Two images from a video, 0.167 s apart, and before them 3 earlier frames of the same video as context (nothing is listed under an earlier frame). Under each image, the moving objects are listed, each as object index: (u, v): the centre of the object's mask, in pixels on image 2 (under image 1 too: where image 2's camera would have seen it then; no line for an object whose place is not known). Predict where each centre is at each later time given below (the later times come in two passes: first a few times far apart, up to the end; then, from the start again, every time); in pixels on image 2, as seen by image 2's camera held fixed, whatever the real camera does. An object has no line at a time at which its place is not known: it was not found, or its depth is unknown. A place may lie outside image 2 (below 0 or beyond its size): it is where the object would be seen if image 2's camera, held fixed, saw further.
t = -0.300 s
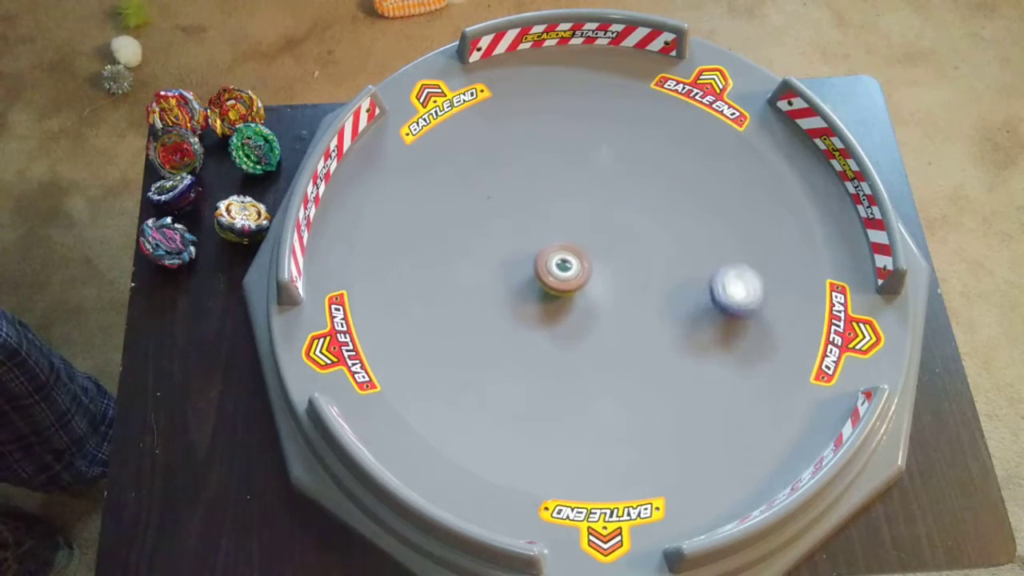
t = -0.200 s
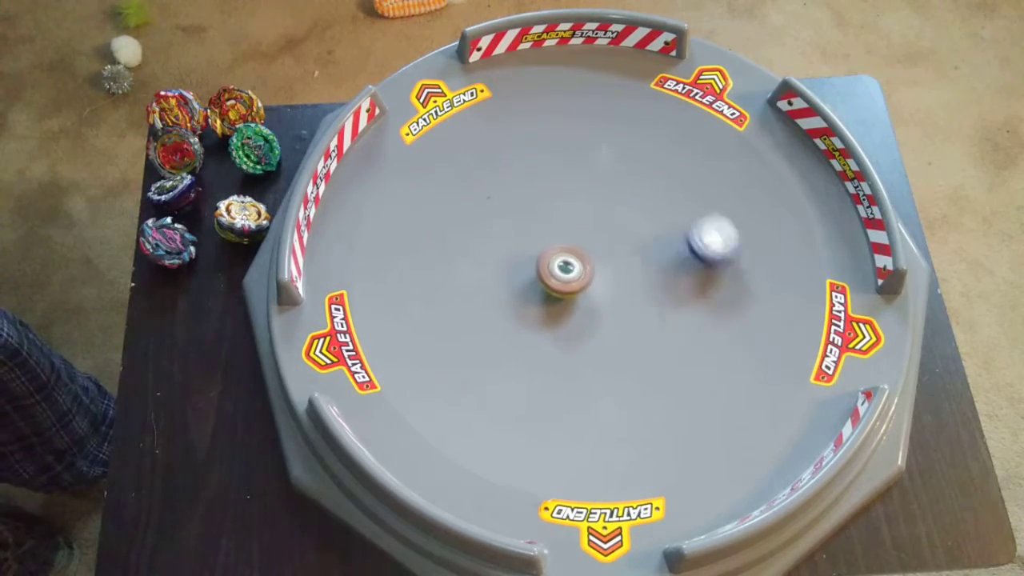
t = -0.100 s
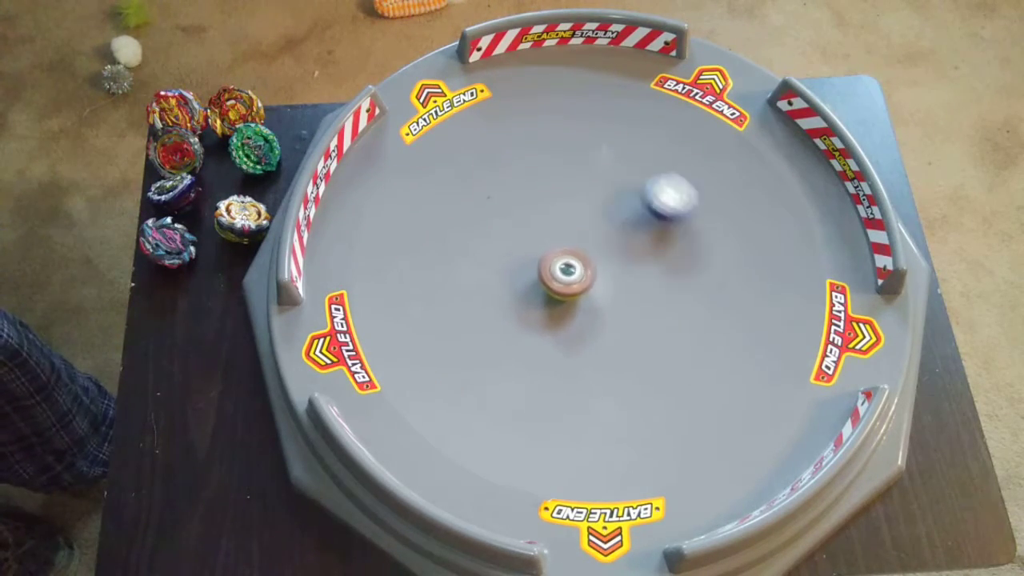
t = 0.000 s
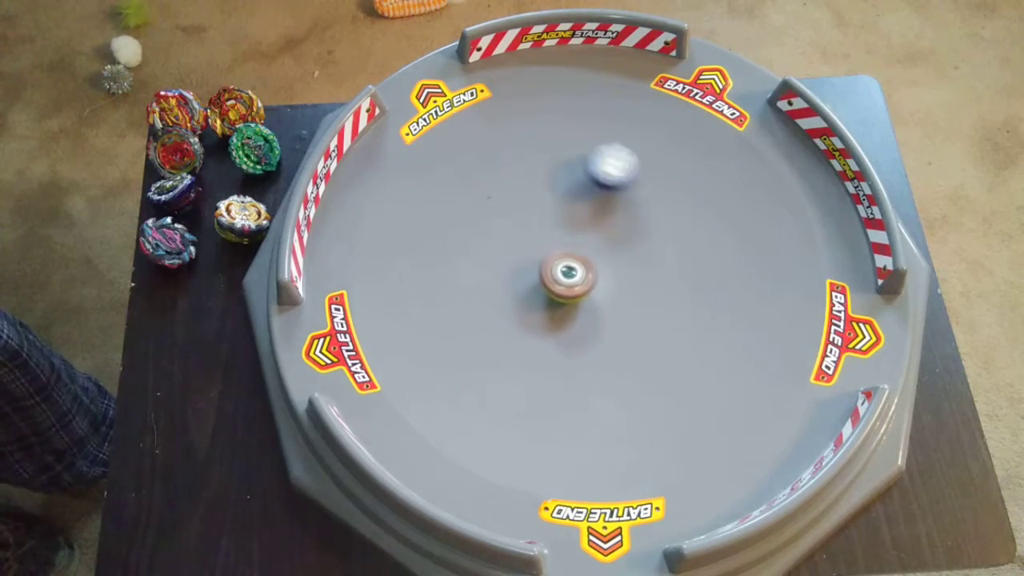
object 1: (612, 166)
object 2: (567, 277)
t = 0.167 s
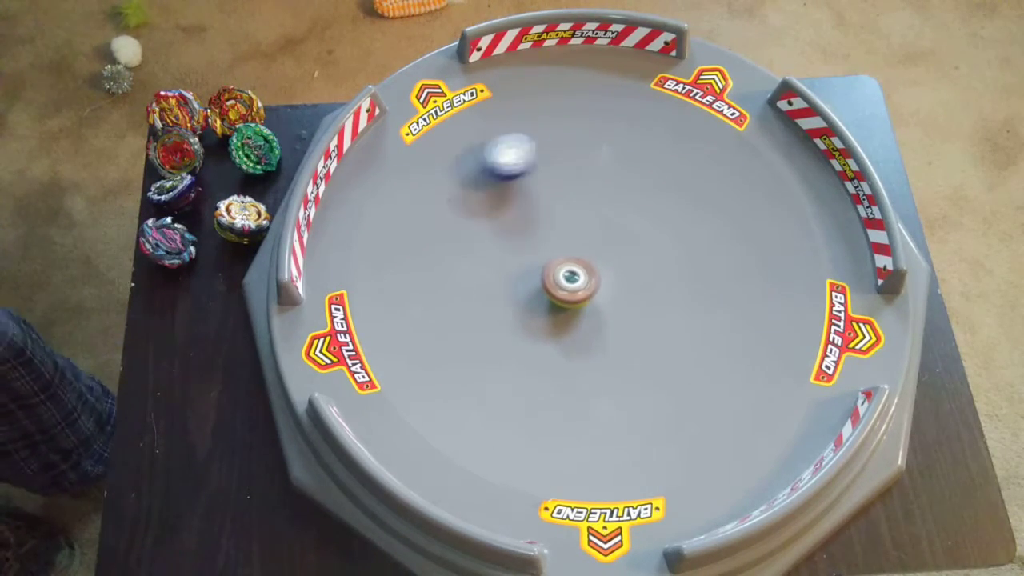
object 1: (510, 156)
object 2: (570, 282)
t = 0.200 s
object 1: (490, 160)
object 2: (571, 283)
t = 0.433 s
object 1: (415, 241)
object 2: (579, 289)
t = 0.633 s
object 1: (449, 338)
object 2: (586, 290)
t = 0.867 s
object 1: (598, 372)
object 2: (593, 289)
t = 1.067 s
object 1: (695, 309)
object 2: (598, 286)
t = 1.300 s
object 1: (720, 202)
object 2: (603, 279)
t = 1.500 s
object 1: (673, 137)
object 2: (604, 274)
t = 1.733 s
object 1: (572, 125)
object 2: (602, 267)
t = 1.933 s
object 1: (500, 194)
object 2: (598, 262)
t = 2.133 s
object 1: (509, 297)
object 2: (592, 259)
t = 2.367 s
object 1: (601, 385)
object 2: (586, 258)
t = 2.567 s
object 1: (706, 386)
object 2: (579, 260)
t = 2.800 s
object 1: (762, 296)
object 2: (573, 264)
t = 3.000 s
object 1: (702, 213)
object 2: (571, 270)
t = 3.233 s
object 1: (576, 189)
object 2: (573, 277)
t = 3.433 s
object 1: (484, 229)
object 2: (577, 282)
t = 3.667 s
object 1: (447, 320)
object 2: (584, 285)
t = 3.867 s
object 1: (507, 392)
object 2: (591, 284)
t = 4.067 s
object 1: (616, 387)
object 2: (596, 281)
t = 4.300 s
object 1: (688, 294)
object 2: (599, 277)
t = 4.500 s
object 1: (676, 203)
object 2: (598, 272)
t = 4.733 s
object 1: (603, 137)
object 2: (596, 266)
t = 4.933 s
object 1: (515, 142)
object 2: (594, 262)
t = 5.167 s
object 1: (467, 234)
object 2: (589, 261)
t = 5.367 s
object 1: (515, 321)
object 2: (584, 262)
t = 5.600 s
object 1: (627, 371)
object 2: (581, 263)
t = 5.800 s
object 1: (719, 347)
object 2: (578, 267)
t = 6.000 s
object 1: (755, 274)
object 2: (578, 273)
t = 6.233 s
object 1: (693, 194)
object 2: (582, 277)
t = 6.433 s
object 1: (596, 183)
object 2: (585, 280)
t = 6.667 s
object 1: (501, 229)
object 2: (591, 279)
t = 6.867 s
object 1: (464, 297)
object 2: (595, 277)
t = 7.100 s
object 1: (503, 379)
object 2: (597, 272)
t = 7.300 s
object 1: (597, 395)
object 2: (596, 271)
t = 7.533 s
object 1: (678, 325)
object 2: (594, 270)
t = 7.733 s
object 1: (687, 242)
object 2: (592, 268)
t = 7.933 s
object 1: (651, 174)
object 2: (591, 268)
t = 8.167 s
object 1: (570, 140)
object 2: (589, 271)
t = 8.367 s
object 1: (502, 171)
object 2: (589, 273)
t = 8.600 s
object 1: (483, 262)
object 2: (589, 274)
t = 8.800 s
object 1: (533, 335)
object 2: (592, 276)
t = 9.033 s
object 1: (628, 376)
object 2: (595, 276)
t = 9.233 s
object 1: (707, 359)
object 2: (595, 276)
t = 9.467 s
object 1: (741, 285)
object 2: (595, 274)
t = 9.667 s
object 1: (697, 221)
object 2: (595, 274)
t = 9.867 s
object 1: (619, 193)
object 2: (593, 271)
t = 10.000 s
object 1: (563, 193)
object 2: (593, 272)
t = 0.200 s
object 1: (490, 160)
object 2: (571, 283)
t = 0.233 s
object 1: (473, 167)
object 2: (571, 285)
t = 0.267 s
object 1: (458, 176)
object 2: (572, 286)
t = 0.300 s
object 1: (445, 186)
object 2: (573, 287)
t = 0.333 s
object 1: (435, 197)
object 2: (575, 287)
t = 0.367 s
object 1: (426, 210)
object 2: (576, 288)
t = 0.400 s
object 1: (418, 224)
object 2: (577, 288)
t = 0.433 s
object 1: (415, 241)
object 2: (579, 289)
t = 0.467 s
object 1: (412, 256)
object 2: (580, 289)
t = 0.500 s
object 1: (413, 272)
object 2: (581, 289)
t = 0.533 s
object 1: (417, 290)
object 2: (583, 289)
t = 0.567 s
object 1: (424, 307)
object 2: (584, 289)
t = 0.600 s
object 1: (435, 323)
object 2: (585, 290)
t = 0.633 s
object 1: (449, 338)
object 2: (586, 290)
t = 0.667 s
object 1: (467, 352)
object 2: (587, 289)
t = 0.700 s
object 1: (486, 363)
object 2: (588, 289)
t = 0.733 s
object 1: (507, 371)
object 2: (589, 289)
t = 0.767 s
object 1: (529, 375)
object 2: (590, 289)
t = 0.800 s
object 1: (551, 378)
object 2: (591, 289)
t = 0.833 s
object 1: (576, 376)
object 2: (592, 289)
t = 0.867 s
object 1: (598, 372)
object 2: (593, 289)
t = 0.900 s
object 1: (618, 367)
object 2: (594, 289)
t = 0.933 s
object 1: (638, 358)
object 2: (595, 288)
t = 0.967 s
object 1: (654, 348)
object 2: (596, 288)
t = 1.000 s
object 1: (671, 336)
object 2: (597, 287)
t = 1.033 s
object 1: (685, 323)
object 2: (598, 286)
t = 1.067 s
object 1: (695, 309)
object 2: (598, 286)
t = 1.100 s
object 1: (705, 294)
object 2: (600, 285)
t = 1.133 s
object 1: (713, 279)
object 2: (600, 284)
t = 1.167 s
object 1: (718, 262)
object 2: (601, 283)
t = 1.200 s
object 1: (722, 248)
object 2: (601, 282)
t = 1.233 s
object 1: (723, 232)
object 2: (602, 282)
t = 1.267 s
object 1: (723, 217)
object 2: (602, 280)
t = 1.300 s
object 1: (720, 202)
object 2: (603, 279)
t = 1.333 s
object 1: (716, 188)
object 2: (603, 279)
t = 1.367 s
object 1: (709, 175)
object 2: (604, 278)
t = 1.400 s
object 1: (702, 163)
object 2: (604, 277)
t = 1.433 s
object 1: (693, 153)
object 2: (604, 277)
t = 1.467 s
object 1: (684, 143)
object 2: (604, 275)
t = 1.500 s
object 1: (673, 137)
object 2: (604, 274)
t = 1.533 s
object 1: (662, 130)
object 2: (604, 273)
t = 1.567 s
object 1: (649, 126)
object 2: (604, 273)
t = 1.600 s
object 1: (635, 121)
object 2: (604, 272)
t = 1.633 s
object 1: (622, 119)
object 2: (604, 270)
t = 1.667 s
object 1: (606, 119)
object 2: (603, 269)
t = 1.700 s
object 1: (589, 120)
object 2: (603, 268)
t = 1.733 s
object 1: (572, 125)
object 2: (602, 267)
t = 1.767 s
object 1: (557, 131)
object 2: (601, 267)
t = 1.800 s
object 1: (543, 139)
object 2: (601, 266)
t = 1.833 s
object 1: (530, 150)
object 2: (600, 265)
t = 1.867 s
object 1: (517, 164)
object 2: (599, 264)
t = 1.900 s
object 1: (508, 178)
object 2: (598, 263)
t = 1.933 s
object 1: (500, 194)
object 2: (598, 262)
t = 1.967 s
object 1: (495, 211)
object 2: (597, 261)
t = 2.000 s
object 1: (493, 230)
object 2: (596, 261)
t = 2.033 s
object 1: (494, 246)
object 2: (595, 260)
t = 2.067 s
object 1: (496, 264)
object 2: (594, 260)
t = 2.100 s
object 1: (501, 280)
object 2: (593, 260)
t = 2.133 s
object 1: (509, 297)
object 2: (592, 259)
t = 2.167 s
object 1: (519, 313)
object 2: (591, 259)
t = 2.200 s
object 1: (529, 328)
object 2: (590, 259)
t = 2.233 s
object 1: (541, 342)
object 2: (589, 258)
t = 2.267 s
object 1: (554, 355)
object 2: (588, 258)
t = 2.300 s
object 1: (569, 367)
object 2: (587, 258)
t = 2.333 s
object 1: (584, 376)
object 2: (587, 258)
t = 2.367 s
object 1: (601, 385)
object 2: (586, 258)
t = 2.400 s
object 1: (619, 390)
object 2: (584, 258)
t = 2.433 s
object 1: (637, 394)
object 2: (583, 258)
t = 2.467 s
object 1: (654, 396)
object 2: (582, 259)
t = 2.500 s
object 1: (672, 394)
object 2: (581, 259)
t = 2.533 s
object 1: (689, 391)
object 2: (580, 260)
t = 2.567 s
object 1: (706, 386)
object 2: (579, 260)
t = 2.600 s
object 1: (720, 379)
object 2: (578, 261)
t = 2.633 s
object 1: (734, 369)
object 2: (577, 261)
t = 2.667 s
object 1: (745, 356)
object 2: (577, 261)
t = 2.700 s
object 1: (754, 342)
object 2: (576, 262)
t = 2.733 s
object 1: (760, 328)
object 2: (575, 262)
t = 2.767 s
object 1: (762, 312)
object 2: (574, 263)
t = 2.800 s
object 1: (762, 296)
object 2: (573, 264)
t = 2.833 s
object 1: (759, 280)
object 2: (573, 264)
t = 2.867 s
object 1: (753, 265)
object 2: (572, 266)
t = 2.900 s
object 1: (743, 250)
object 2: (572, 266)
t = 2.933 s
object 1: (732, 236)
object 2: (572, 267)
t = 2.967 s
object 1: (717, 223)
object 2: (571, 269)
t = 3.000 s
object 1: (702, 213)
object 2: (571, 270)
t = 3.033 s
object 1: (686, 203)
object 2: (571, 271)
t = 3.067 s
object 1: (668, 196)
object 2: (571, 272)
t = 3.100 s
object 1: (650, 192)
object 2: (571, 273)
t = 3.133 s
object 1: (631, 189)
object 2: (571, 274)
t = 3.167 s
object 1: (613, 187)
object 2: (571, 275)
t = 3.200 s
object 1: (594, 187)
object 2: (571, 276)
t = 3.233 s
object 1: (576, 189)
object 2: (573, 277)
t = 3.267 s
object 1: (559, 193)
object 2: (573, 278)
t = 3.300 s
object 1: (542, 197)
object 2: (574, 279)
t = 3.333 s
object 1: (526, 203)
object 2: (574, 281)
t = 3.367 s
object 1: (511, 210)
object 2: (575, 281)
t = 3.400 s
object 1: (497, 219)
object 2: (576, 282)
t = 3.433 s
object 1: (484, 229)
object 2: (577, 282)
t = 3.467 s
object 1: (472, 241)
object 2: (578, 283)
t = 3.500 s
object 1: (462, 252)
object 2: (579, 283)
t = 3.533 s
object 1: (454, 265)
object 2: (580, 284)
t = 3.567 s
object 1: (449, 279)
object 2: (581, 284)
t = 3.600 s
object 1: (446, 292)
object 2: (582, 284)
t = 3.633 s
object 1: (445, 306)
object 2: (583, 284)
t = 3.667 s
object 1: (447, 320)
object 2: (584, 285)
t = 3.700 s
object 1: (451, 334)
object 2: (585, 285)
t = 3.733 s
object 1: (457, 348)
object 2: (586, 285)
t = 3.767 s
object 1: (465, 361)
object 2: (588, 285)
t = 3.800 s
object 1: (477, 373)
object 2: (589, 284)
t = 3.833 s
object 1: (491, 383)
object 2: (590, 284)
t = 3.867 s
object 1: (507, 392)
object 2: (591, 284)
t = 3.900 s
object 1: (524, 397)
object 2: (591, 284)
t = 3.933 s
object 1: (542, 401)
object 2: (592, 283)
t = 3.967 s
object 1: (561, 401)
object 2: (593, 283)
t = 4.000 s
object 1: (581, 399)
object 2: (594, 282)
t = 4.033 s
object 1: (600, 395)
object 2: (595, 282)
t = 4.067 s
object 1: (616, 387)
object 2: (596, 281)
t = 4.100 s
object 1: (631, 379)
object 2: (596, 281)
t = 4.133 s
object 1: (648, 368)
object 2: (597, 280)
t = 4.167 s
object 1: (660, 354)
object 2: (598, 279)
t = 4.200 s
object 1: (670, 340)
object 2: (598, 279)
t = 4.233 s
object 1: (679, 325)
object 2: (599, 278)
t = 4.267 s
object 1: (684, 309)
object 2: (599, 277)
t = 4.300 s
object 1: (688, 294)
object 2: (599, 277)
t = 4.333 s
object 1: (691, 278)
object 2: (599, 276)
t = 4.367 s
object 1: (692, 261)
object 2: (599, 275)
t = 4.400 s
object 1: (690, 246)
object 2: (599, 274)
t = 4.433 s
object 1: (687, 231)
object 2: (599, 273)
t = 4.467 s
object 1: (683, 217)
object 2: (599, 273)
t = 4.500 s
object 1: (676, 203)
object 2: (598, 272)
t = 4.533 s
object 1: (669, 190)
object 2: (598, 271)
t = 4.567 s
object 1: (660, 178)
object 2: (598, 270)
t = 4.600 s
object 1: (651, 167)
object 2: (597, 270)
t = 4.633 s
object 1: (640, 157)
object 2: (597, 269)
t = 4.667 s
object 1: (629, 149)
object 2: (597, 268)
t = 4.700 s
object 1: (616, 142)
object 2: (597, 267)
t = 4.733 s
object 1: (603, 137)
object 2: (596, 266)
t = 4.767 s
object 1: (588, 133)
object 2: (596, 266)
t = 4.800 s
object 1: (574, 131)
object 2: (595, 266)
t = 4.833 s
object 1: (559, 131)
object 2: (595, 265)
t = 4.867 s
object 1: (543, 133)
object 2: (594, 264)
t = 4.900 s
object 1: (529, 137)
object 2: (594, 264)
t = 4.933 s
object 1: (515, 142)
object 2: (594, 262)
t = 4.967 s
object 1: (502, 151)
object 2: (593, 262)
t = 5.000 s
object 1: (490, 162)
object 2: (592, 262)
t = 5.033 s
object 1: (482, 175)
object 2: (592, 262)
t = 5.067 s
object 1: (475, 188)
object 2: (591, 262)
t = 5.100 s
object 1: (470, 203)
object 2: (591, 262)
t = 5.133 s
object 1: (467, 218)
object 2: (590, 262)
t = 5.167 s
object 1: (467, 234)
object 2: (589, 261)
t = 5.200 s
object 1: (470, 249)
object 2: (588, 261)
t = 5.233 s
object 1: (475, 265)
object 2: (587, 261)
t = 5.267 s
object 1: (482, 281)
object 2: (587, 260)
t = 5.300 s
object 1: (492, 296)
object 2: (586, 260)
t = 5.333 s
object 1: (503, 309)
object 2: (585, 261)
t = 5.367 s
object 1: (515, 321)
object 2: (584, 262)
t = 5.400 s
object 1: (528, 333)
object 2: (584, 261)
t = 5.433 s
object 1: (543, 342)
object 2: (583, 262)
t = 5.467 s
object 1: (559, 351)
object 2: (583, 262)
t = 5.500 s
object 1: (575, 359)
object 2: (582, 262)
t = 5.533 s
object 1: (592, 365)
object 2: (582, 263)
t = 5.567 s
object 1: (609, 369)
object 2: (581, 263)
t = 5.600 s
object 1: (627, 371)
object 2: (581, 263)
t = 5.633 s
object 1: (645, 371)
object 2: (580, 264)
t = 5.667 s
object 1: (661, 370)
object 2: (580, 265)
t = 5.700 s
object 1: (678, 367)
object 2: (579, 265)
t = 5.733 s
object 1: (693, 362)
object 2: (579, 266)
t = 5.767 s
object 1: (708, 355)
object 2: (578, 267)
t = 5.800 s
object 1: (719, 347)
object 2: (578, 267)
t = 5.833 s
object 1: (731, 338)
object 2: (578, 269)
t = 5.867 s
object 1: (739, 327)
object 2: (577, 269)
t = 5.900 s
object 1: (747, 314)
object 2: (577, 270)
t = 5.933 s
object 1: (751, 302)
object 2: (577, 271)
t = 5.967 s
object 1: (755, 287)
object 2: (577, 272)
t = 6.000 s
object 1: (755, 274)
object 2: (578, 273)
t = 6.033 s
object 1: (753, 260)
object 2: (578, 273)
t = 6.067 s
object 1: (747, 247)
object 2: (579, 274)
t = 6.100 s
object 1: (740, 234)
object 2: (579, 275)
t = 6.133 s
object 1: (731, 222)
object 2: (580, 276)
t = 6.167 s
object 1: (719, 211)
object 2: (580, 276)
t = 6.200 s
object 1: (706, 202)
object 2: (581, 276)
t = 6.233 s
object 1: (693, 194)
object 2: (582, 277)
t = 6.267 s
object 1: (677, 189)
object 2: (583, 278)
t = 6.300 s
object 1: (662, 184)
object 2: (583, 278)
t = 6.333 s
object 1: (645, 182)
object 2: (584, 279)
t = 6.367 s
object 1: (629, 180)
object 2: (584, 279)
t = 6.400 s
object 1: (611, 181)
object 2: (585, 279)
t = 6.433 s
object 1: (596, 183)
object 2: (585, 280)
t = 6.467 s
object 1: (579, 186)
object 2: (586, 280)
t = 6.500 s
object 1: (564, 191)
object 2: (588, 279)
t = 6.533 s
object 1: (551, 197)
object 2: (589, 280)
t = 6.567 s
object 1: (536, 203)
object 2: (590, 280)
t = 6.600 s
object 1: (524, 210)
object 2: (590, 279)
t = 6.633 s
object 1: (511, 220)
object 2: (591, 279)
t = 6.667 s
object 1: (501, 229)
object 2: (591, 279)
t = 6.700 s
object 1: (490, 239)
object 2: (592, 278)
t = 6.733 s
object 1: (483, 249)
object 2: (593, 278)
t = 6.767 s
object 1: (475, 260)
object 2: (594, 278)
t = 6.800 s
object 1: (470, 272)
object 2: (595, 278)
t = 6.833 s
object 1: (467, 284)
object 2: (595, 277)
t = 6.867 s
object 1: (464, 297)
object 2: (595, 277)
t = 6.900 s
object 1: (464, 309)
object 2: (596, 276)
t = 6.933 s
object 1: (465, 322)
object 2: (596, 276)
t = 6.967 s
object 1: (469, 335)
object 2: (596, 276)
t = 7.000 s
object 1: (474, 347)
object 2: (596, 275)
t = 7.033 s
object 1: (481, 359)
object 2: (597, 273)
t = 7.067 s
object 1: (492, 369)
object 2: (597, 273)
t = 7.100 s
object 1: (503, 379)
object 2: (597, 272)
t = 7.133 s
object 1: (516, 387)
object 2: (597, 272)
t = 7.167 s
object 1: (532, 393)
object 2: (597, 272)
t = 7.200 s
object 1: (548, 397)
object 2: (597, 271)
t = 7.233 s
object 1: (564, 399)
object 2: (596, 271)
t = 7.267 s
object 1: (580, 398)
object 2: (596, 271)
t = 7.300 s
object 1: (597, 395)
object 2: (596, 271)
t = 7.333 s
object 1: (613, 389)
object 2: (596, 270)
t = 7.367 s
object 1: (627, 382)
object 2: (596, 271)
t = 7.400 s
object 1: (640, 373)
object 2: (595, 270)
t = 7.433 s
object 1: (652, 362)
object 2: (595, 270)
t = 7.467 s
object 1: (663, 350)
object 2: (595, 270)
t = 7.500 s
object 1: (671, 338)
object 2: (595, 270)
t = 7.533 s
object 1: (678, 325)
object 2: (594, 270)
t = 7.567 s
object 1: (683, 311)
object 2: (594, 269)
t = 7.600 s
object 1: (687, 296)
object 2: (593, 269)
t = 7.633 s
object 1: (689, 283)
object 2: (593, 269)
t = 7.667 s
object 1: (690, 268)
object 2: (593, 268)
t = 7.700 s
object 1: (689, 255)
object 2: (592, 268)
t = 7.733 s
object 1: (687, 242)
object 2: (592, 268)
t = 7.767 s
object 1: (684, 229)
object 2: (592, 268)
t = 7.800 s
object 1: (679, 216)
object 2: (591, 268)
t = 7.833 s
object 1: (674, 205)
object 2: (591, 268)
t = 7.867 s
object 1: (667, 193)
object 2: (590, 268)
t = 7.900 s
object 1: (659, 183)
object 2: (591, 268)
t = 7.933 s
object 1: (651, 174)
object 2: (591, 268)
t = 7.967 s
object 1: (642, 166)
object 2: (590, 268)
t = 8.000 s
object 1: (631, 158)
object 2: (590, 268)
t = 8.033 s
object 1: (619, 152)
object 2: (590, 268)
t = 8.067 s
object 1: (607, 147)
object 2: (590, 268)
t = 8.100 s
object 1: (595, 143)
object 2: (590, 269)
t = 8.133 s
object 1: (583, 141)
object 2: (589, 271)
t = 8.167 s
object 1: (570, 140)
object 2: (589, 271)
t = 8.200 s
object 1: (558, 141)
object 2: (589, 271)
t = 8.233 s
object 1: (545, 144)
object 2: (589, 272)
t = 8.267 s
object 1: (532, 149)
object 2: (589, 272)
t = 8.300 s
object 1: (521, 155)
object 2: (589, 272)
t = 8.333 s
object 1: (510, 162)
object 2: (589, 272)
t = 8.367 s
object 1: (502, 171)
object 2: (589, 273)
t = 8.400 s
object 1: (494, 182)
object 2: (589, 273)
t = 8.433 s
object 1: (487, 194)
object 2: (589, 273)
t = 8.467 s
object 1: (482, 207)
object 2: (589, 274)
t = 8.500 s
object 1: (479, 221)
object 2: (589, 273)
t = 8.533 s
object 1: (478, 234)
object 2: (589, 274)
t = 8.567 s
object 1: (480, 248)
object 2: (590, 274)
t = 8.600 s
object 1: (483, 262)
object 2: (589, 274)
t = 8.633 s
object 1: (488, 275)
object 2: (590, 274)
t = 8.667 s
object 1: (494, 288)
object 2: (591, 275)
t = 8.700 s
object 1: (502, 300)
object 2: (591, 275)
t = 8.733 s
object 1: (511, 313)
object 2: (591, 275)
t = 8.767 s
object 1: (522, 325)
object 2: (592, 276)
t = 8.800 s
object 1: (533, 335)
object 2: (592, 276)
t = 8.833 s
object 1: (544, 343)
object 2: (592, 276)
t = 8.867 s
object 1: (557, 352)
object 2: (593, 276)
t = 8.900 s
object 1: (572, 360)
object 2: (593, 277)
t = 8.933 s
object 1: (585, 366)
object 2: (594, 277)
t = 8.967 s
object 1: (599, 371)
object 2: (594, 277)
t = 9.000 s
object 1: (613, 374)
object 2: (594, 276)
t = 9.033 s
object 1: (628, 376)
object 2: (595, 276)
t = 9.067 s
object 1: (643, 377)
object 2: (595, 276)
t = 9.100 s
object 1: (658, 376)
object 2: (594, 276)
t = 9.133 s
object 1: (671, 374)
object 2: (594, 277)
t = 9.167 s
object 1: (684, 370)
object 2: (595, 276)
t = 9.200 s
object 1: (696, 365)
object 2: (595, 276)
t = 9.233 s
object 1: (707, 359)
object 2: (595, 276)
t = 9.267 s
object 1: (717, 352)
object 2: (595, 276)
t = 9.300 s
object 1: (724, 343)
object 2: (595, 276)
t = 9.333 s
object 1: (731, 333)
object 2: (596, 275)
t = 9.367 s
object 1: (737, 322)
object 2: (596, 275)
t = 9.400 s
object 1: (740, 310)
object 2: (595, 274)
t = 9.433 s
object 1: (741, 297)
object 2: (595, 274)
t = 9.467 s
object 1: (741, 285)
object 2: (595, 274)
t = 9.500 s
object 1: (737, 273)
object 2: (595, 274)
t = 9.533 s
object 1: (732, 262)
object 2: (595, 274)
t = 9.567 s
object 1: (726, 251)
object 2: (595, 274)
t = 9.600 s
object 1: (718, 240)
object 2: (595, 273)
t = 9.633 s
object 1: (708, 230)
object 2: (595, 273)
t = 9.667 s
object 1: (697, 221)
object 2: (595, 274)
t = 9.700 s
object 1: (686, 214)
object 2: (595, 273)
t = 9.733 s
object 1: (673, 207)
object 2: (594, 273)
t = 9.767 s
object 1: (659, 202)
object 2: (594, 273)
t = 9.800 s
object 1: (646, 198)
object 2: (593, 272)
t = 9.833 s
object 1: (633, 195)
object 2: (593, 271)
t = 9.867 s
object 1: (619, 193)
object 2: (593, 271)
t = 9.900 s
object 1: (605, 191)
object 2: (593, 271)
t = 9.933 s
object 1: (591, 191)
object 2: (593, 271)
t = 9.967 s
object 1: (577, 191)
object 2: (593, 272)
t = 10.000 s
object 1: (563, 193)
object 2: (593, 272)
